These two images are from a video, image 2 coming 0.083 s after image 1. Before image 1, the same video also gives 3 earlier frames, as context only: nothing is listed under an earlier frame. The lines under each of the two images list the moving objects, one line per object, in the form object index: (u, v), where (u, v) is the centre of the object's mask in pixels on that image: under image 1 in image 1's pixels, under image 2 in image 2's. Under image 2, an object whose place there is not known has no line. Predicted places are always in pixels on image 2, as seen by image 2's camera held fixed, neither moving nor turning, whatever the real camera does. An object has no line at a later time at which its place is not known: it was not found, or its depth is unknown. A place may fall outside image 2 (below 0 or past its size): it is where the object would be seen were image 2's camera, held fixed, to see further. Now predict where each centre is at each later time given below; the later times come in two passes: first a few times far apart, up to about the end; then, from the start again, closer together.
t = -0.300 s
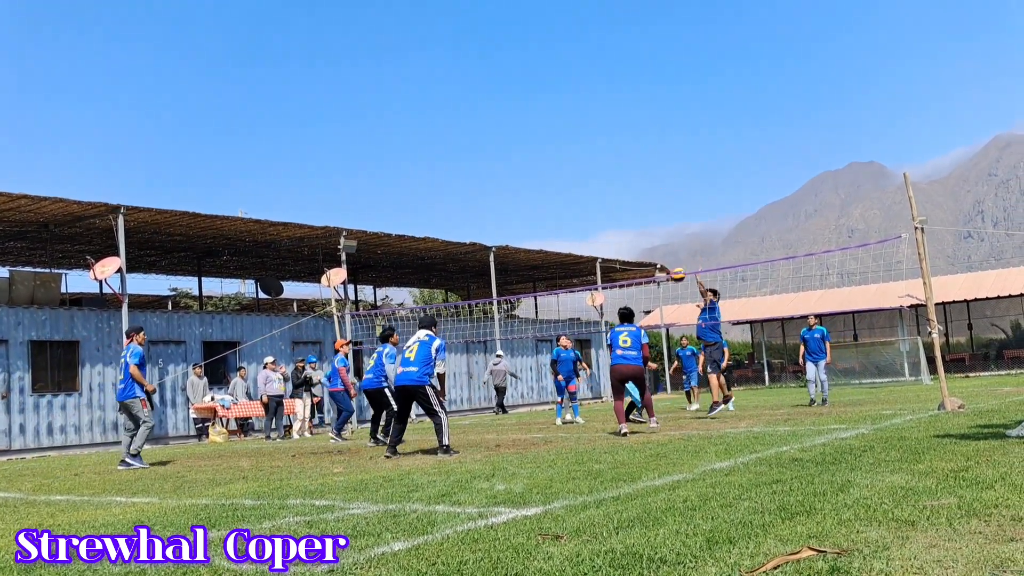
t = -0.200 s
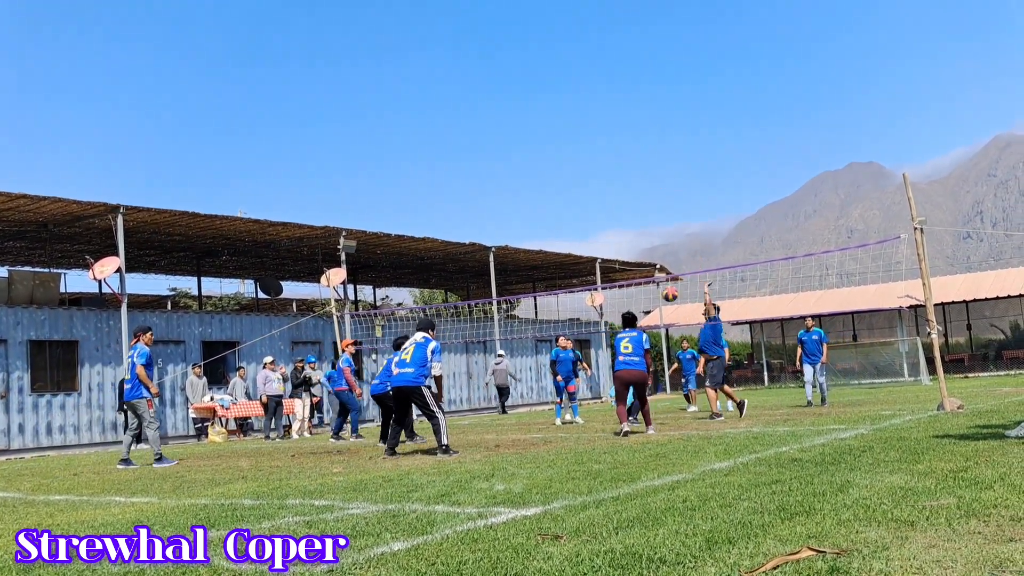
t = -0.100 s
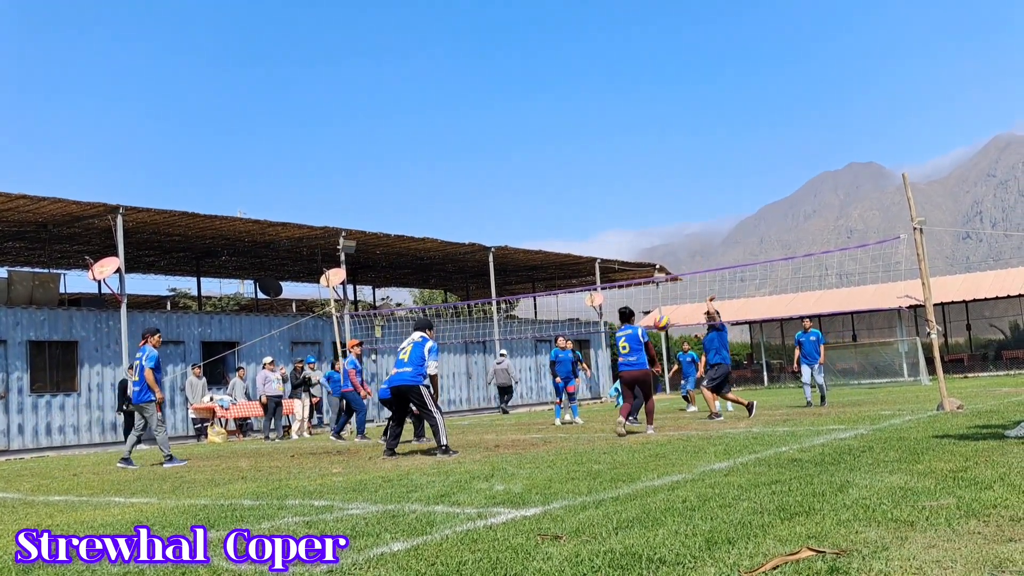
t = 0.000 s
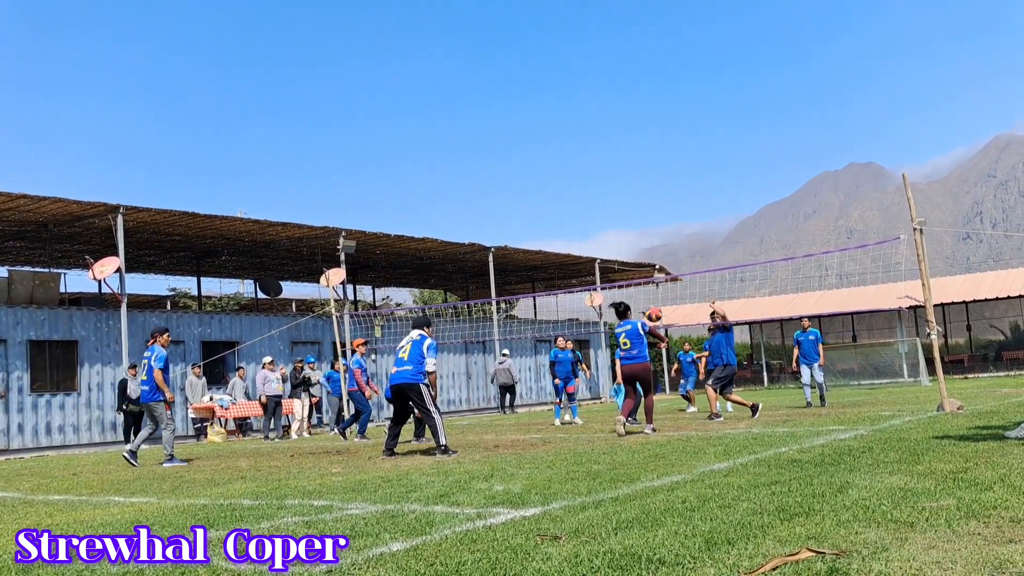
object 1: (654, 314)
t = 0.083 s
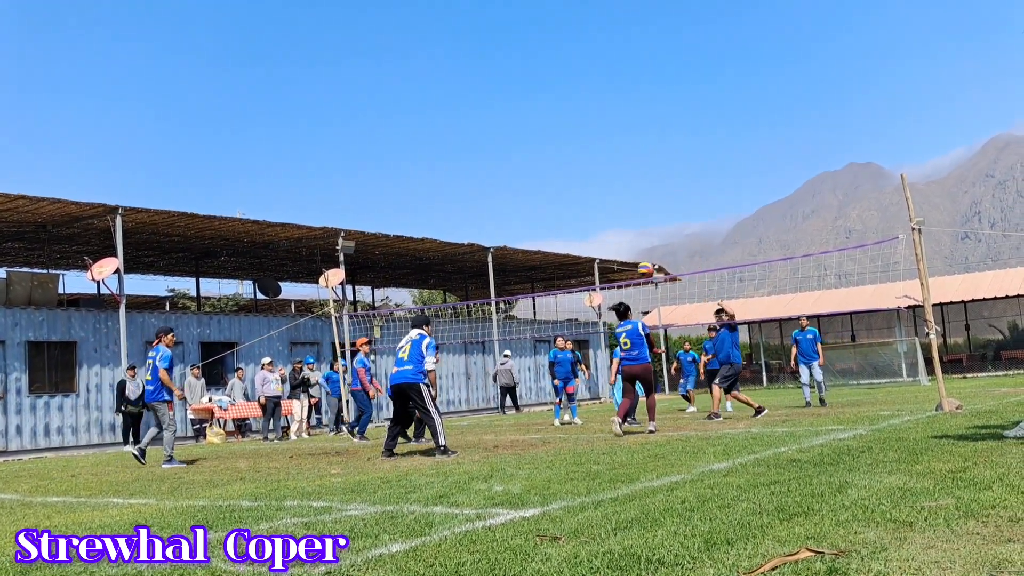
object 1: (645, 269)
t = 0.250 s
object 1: (634, 203)
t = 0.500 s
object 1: (616, 148)
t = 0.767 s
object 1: (602, 139)
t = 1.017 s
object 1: (592, 170)
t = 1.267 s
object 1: (584, 233)
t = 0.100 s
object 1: (644, 262)
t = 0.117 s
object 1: (643, 255)
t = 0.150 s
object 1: (641, 240)
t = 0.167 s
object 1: (640, 233)
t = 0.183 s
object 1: (639, 227)
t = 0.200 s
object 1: (637, 221)
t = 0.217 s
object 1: (636, 215)
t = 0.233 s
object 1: (635, 209)
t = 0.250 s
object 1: (634, 203)
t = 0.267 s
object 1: (633, 198)
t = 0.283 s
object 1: (631, 193)
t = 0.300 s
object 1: (630, 188)
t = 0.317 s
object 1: (629, 184)
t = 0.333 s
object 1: (628, 179)
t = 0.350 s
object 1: (627, 176)
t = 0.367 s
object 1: (626, 171)
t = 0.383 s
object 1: (624, 168)
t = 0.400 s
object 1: (623, 164)
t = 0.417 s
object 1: (622, 161)
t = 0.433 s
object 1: (620, 158)
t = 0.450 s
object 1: (619, 156)
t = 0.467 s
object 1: (618, 153)
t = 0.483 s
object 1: (617, 150)
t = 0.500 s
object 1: (616, 148)
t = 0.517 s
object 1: (615, 146)
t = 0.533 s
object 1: (614, 145)
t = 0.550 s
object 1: (613, 143)
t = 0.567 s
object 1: (612, 141)
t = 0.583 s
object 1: (611, 140)
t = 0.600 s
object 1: (610, 139)
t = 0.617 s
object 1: (609, 138)
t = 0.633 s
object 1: (608, 138)
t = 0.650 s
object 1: (607, 137)
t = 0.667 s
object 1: (607, 137)
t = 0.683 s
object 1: (606, 137)
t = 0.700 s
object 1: (605, 137)
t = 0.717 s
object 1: (604, 137)
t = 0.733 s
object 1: (603, 137)
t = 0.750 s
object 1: (603, 138)
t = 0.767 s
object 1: (602, 139)
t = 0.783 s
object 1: (601, 139)
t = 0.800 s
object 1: (600, 140)
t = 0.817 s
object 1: (600, 142)
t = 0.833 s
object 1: (599, 144)
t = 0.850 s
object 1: (598, 145)
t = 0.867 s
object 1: (598, 146)
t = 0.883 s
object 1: (597, 148)
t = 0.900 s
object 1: (596, 151)
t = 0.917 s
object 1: (596, 153)
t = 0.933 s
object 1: (595, 155)
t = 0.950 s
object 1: (595, 158)
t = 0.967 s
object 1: (594, 160)
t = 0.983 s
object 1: (593, 163)
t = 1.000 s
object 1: (592, 166)
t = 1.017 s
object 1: (592, 170)
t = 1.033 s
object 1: (591, 173)
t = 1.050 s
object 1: (590, 176)
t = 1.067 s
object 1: (590, 180)
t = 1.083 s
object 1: (589, 184)
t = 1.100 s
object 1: (589, 188)
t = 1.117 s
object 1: (588, 192)
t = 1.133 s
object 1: (587, 195)
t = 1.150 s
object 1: (587, 200)
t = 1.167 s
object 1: (586, 204)
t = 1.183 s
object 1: (586, 209)
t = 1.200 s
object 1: (585, 213)
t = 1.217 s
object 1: (585, 218)
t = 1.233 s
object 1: (584, 223)
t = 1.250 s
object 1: (584, 228)
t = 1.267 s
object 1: (584, 233)
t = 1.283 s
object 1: (583, 238)
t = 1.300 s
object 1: (583, 243)
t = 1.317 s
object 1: (583, 249)
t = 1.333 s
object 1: (582, 254)
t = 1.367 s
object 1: (581, 265)
